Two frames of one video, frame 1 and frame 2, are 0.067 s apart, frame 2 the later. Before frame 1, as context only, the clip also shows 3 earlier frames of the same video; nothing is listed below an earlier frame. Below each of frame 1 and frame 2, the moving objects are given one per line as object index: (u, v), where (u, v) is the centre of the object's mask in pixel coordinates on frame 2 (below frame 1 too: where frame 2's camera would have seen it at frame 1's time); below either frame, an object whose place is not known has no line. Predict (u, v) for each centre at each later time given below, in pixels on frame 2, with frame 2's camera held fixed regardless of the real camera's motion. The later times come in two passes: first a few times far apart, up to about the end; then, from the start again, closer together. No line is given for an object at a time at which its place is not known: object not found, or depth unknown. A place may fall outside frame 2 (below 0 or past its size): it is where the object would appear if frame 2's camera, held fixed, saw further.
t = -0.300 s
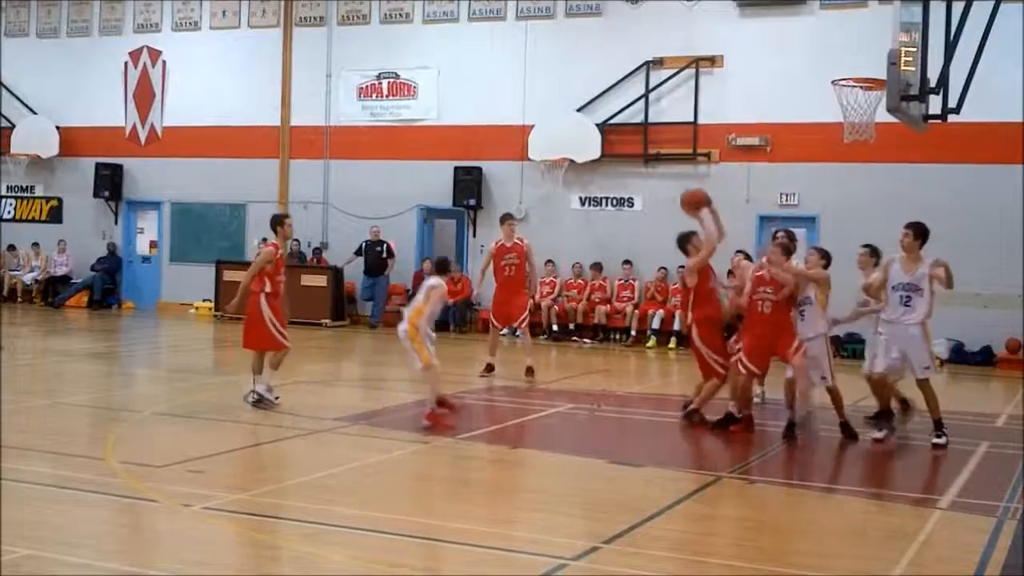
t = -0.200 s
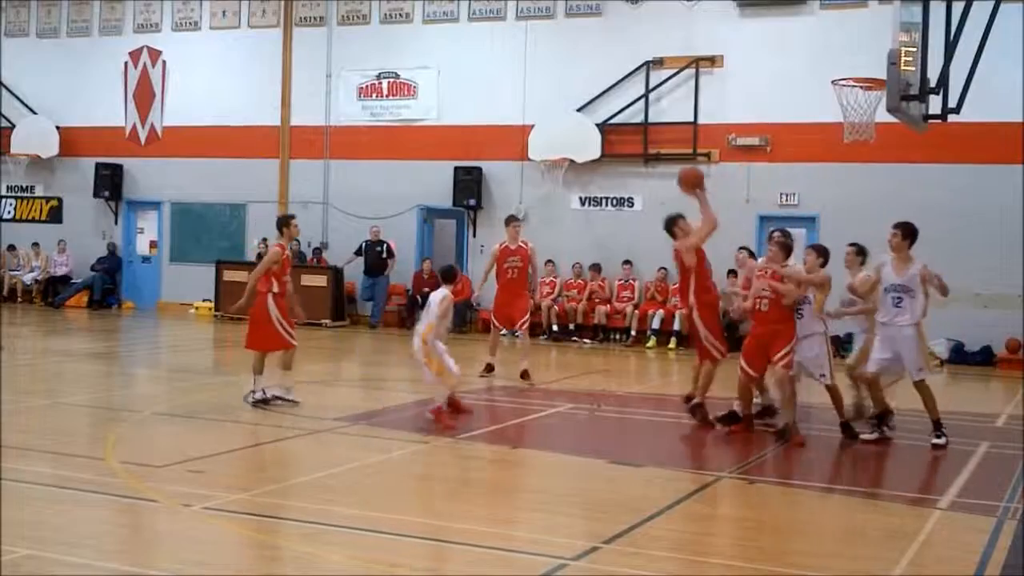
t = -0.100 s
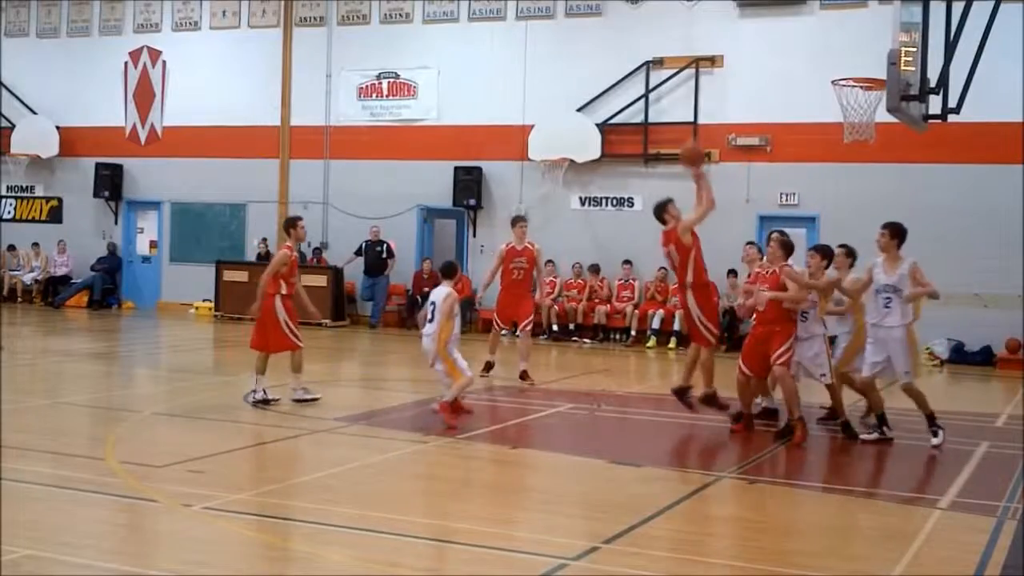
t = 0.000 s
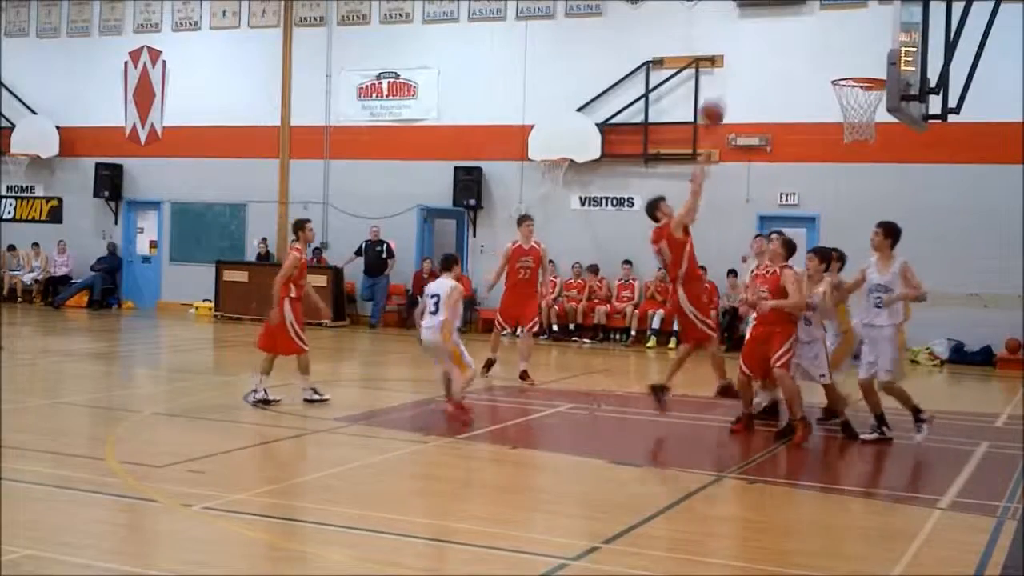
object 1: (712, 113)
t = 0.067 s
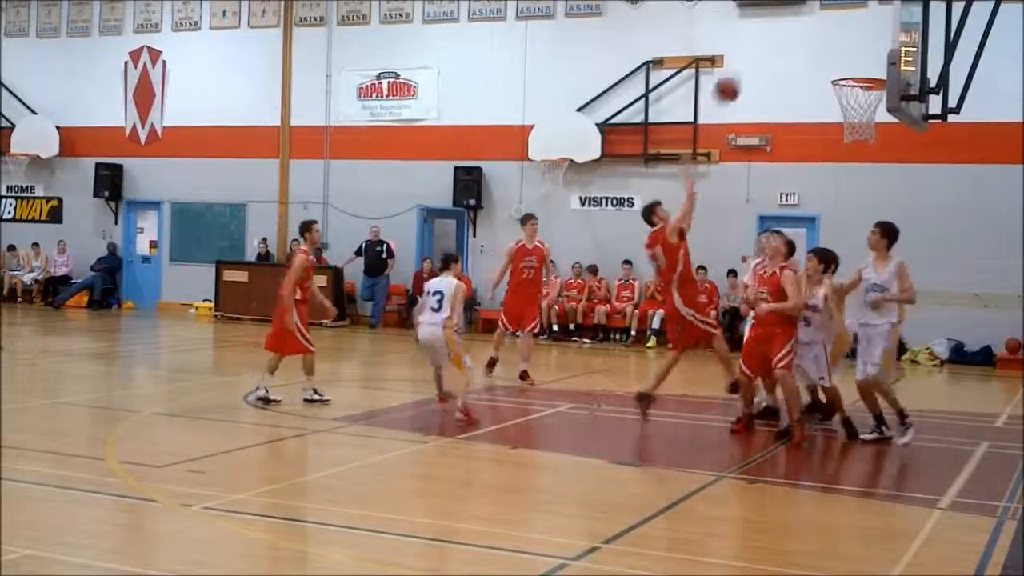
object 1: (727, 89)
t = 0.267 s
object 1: (764, 51)
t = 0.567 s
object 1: (829, 60)
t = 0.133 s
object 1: (735, 79)
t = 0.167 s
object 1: (742, 70)
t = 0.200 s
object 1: (749, 63)
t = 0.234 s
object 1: (757, 56)
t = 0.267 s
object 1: (764, 51)
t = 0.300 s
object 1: (772, 47)
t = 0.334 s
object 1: (779, 44)
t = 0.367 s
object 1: (786, 43)
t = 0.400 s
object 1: (794, 43)
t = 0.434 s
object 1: (801, 44)
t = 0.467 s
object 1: (808, 46)
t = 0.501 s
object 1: (816, 50)
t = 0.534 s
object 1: (823, 55)
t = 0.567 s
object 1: (829, 60)
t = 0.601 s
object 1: (836, 66)
